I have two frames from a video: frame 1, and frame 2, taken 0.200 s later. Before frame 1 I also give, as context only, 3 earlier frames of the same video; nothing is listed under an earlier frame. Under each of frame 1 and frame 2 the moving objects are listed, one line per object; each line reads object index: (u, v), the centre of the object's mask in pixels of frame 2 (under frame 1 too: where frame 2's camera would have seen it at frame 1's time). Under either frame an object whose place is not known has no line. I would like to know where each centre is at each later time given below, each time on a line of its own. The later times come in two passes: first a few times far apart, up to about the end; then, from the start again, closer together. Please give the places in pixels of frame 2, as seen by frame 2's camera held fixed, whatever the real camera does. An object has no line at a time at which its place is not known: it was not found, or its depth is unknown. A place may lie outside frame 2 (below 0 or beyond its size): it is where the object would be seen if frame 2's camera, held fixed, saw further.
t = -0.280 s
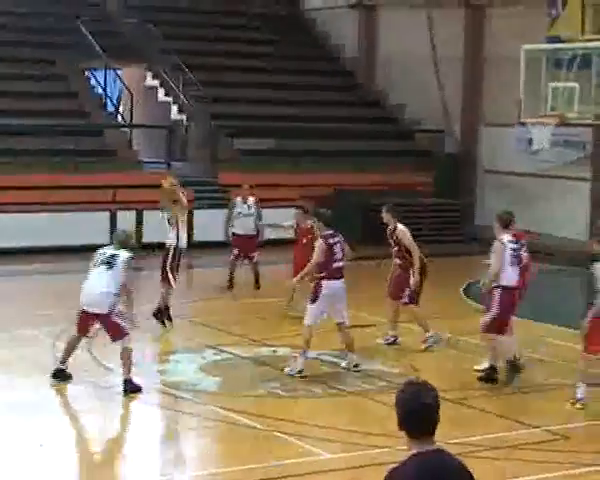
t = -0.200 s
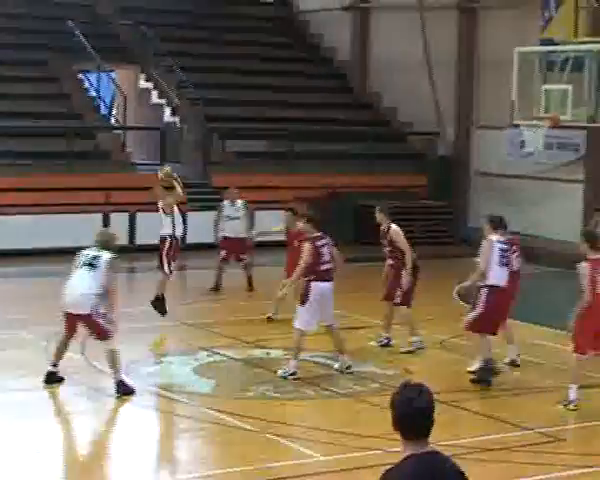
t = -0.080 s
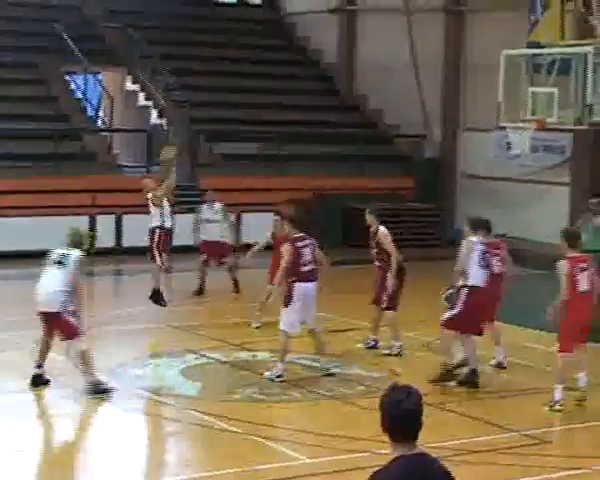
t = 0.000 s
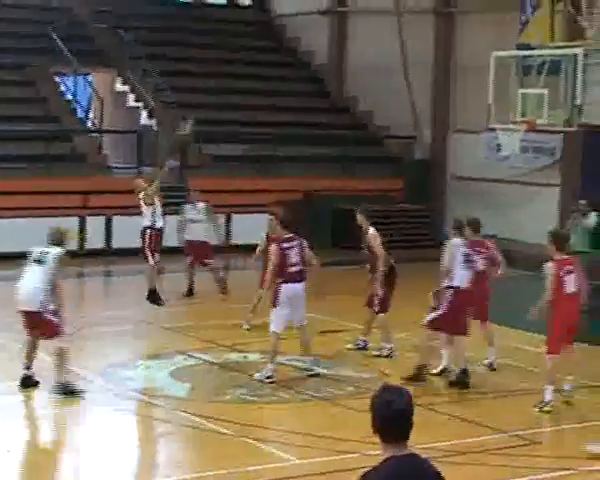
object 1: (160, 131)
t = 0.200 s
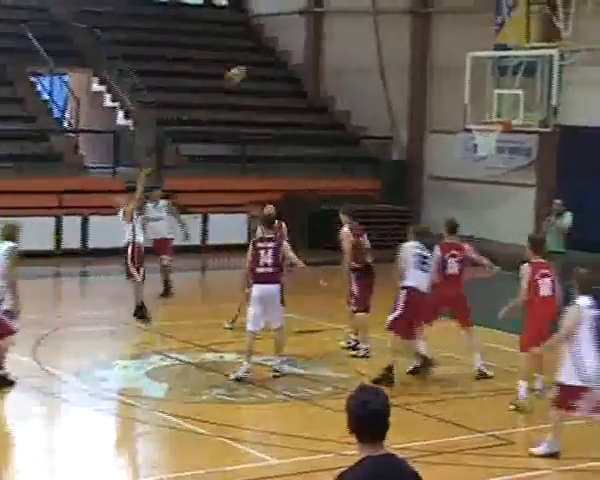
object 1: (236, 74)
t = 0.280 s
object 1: (266, 62)
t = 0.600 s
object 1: (381, 57)
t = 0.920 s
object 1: (484, 106)
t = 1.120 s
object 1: (514, 98)
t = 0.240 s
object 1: (250, 69)
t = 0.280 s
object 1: (266, 62)
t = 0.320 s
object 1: (280, 57)
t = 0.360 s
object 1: (292, 54)
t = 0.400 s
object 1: (303, 53)
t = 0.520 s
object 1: (351, 51)
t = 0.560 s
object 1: (366, 57)
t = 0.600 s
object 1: (381, 57)
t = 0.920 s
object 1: (484, 106)
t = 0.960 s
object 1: (490, 100)
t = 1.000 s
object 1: (500, 101)
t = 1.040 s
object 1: (510, 101)
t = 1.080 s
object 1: (514, 99)
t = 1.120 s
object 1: (514, 98)
